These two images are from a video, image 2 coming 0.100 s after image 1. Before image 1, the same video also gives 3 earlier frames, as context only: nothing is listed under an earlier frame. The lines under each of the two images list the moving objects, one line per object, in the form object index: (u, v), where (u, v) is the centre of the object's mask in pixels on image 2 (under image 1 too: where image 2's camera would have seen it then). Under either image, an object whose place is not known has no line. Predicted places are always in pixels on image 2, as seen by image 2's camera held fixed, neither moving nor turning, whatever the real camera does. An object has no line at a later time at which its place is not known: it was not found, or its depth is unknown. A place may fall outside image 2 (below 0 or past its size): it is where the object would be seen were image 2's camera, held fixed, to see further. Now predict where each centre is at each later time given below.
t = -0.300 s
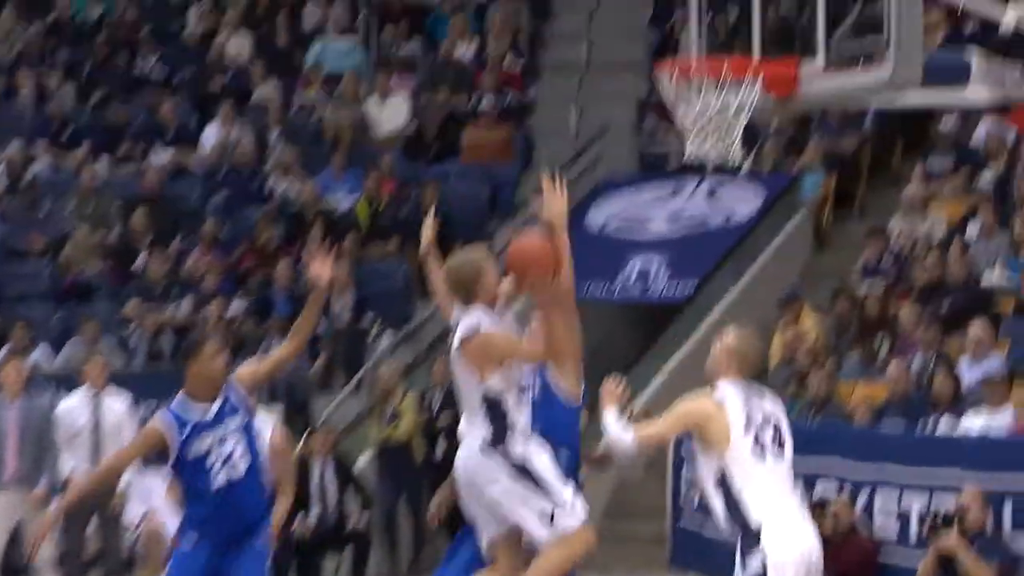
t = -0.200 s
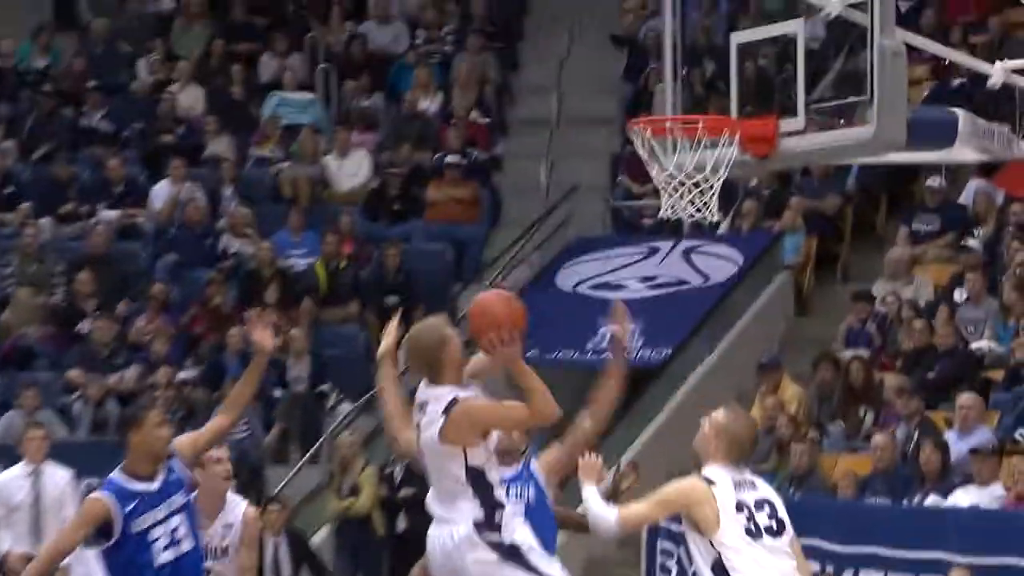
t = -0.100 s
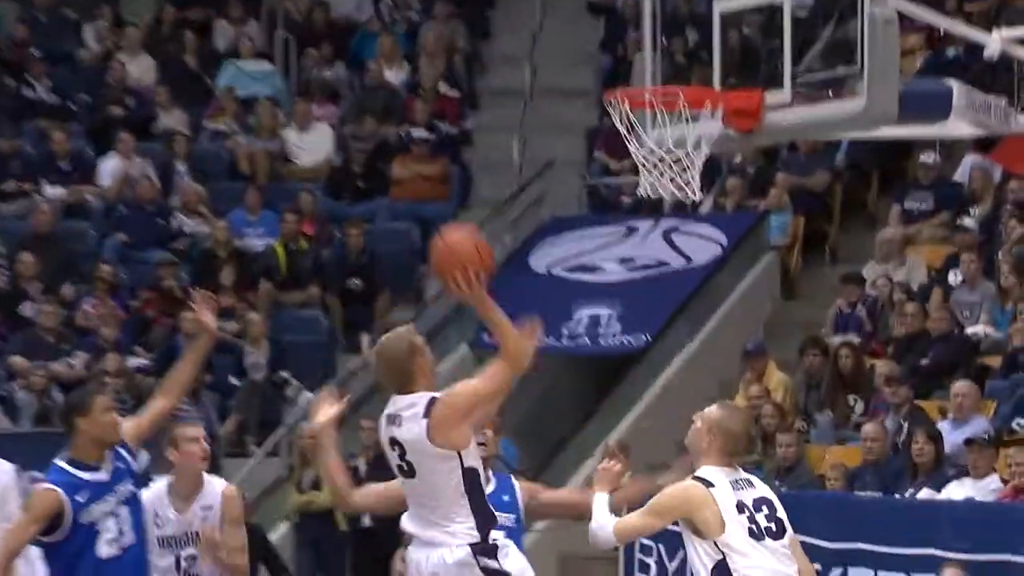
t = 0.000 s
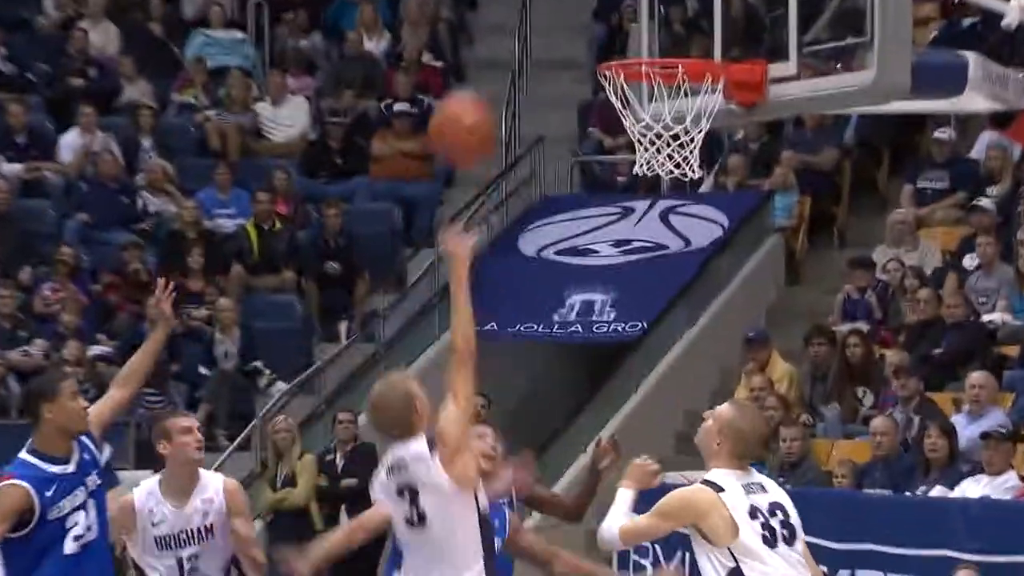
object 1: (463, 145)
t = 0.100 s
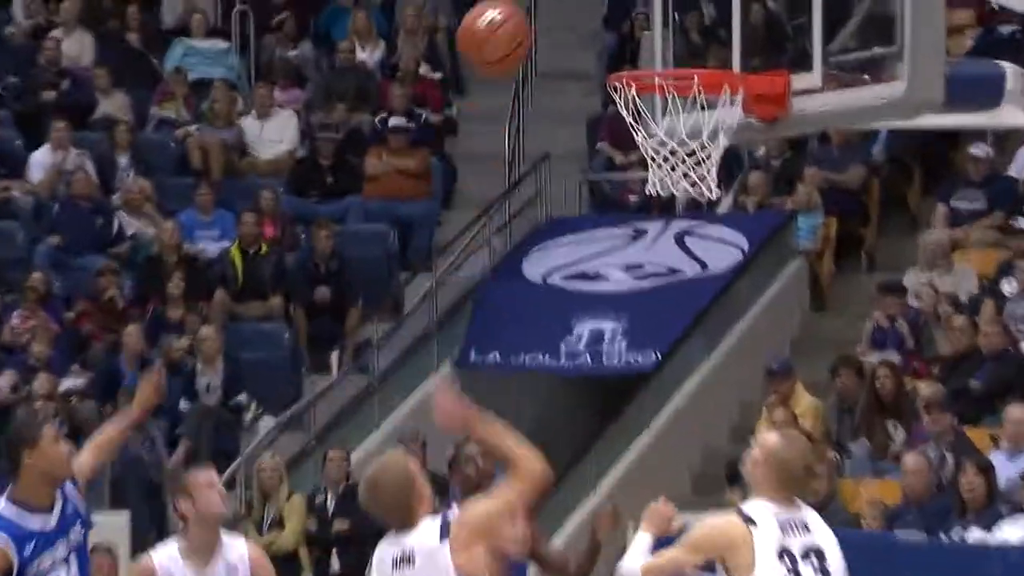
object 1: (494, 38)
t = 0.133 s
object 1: (504, 15)
